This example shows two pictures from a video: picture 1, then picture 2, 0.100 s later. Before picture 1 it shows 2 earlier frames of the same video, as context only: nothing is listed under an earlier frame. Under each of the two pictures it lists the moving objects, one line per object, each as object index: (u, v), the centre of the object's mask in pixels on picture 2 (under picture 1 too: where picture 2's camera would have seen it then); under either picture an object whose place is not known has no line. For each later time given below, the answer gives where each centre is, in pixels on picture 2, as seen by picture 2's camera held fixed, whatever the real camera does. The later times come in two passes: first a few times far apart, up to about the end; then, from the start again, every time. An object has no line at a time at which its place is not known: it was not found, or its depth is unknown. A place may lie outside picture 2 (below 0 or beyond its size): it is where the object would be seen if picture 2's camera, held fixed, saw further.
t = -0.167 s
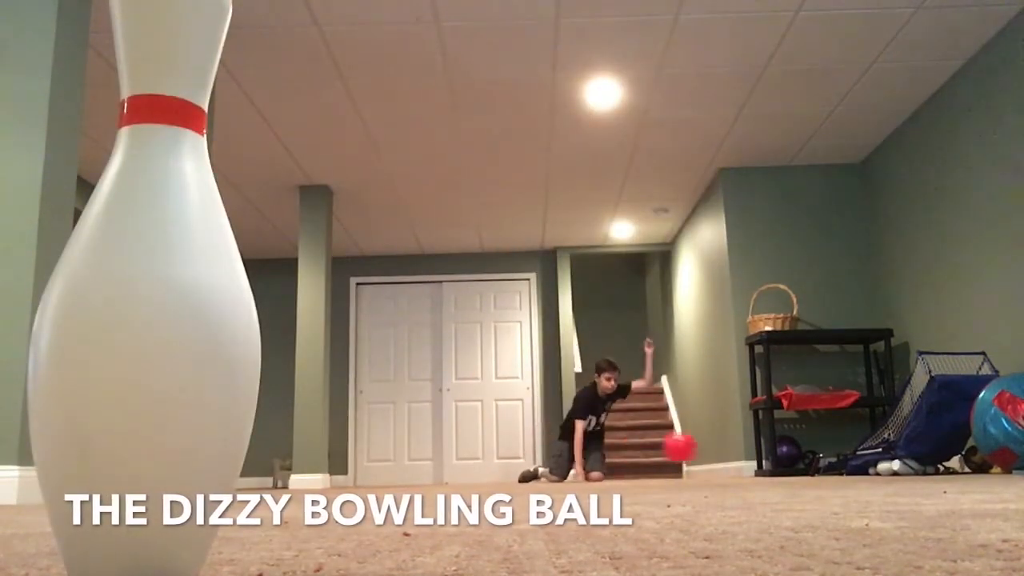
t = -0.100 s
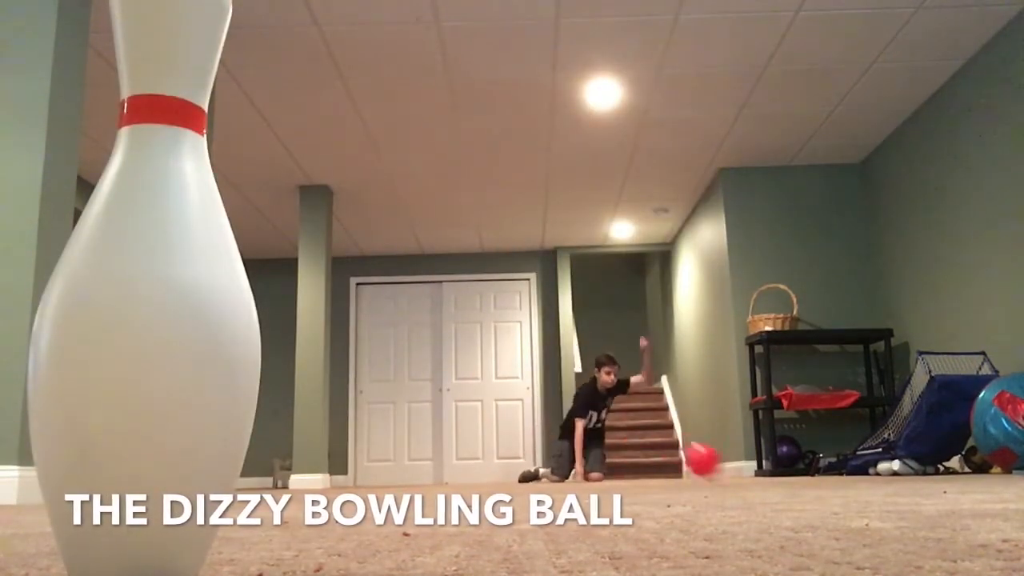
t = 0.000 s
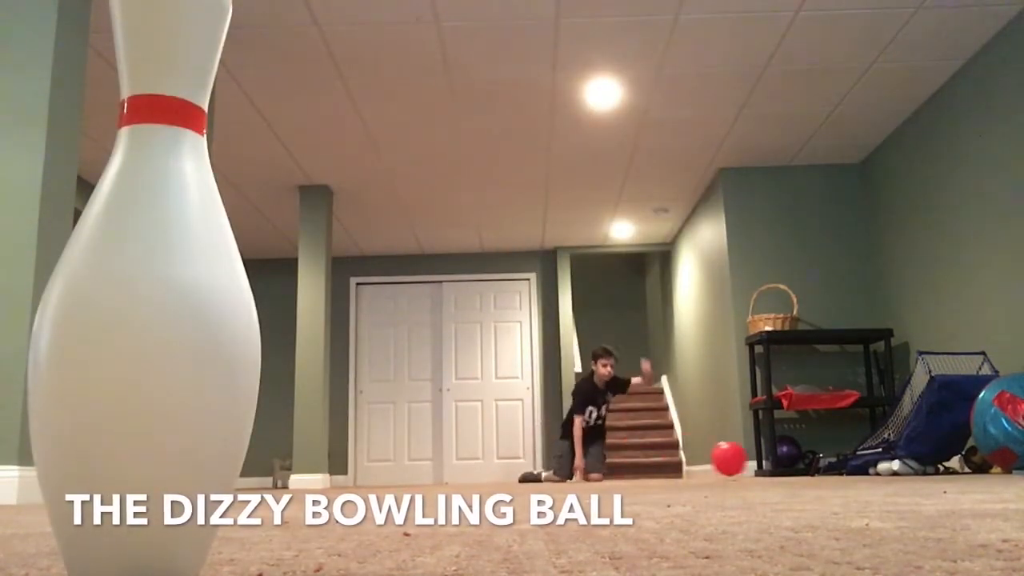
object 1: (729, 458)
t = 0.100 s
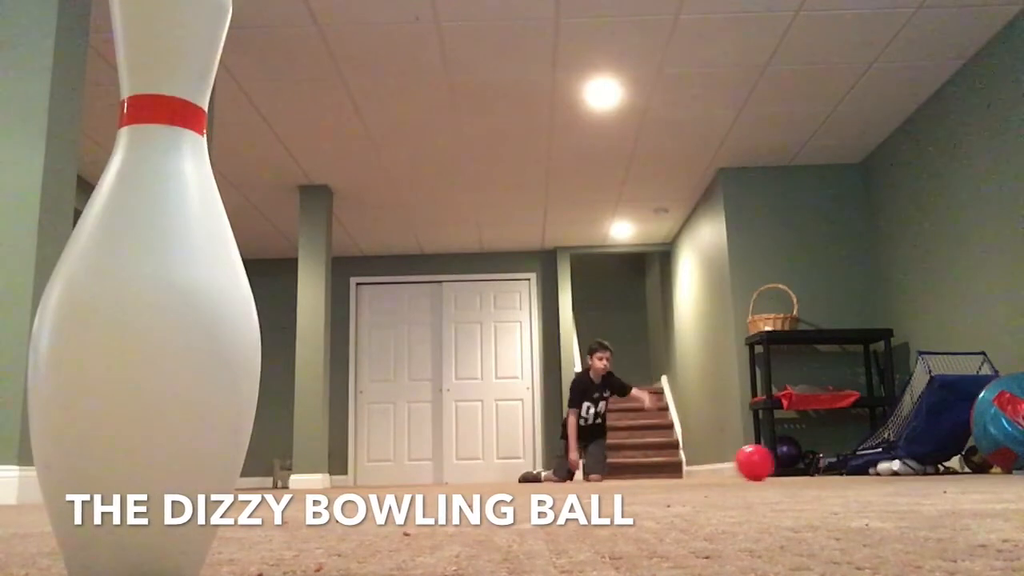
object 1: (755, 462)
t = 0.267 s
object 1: (782, 461)
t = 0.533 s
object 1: (800, 458)
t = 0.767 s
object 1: (803, 457)
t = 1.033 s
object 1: (801, 454)
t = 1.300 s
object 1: (792, 450)
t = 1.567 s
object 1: (768, 444)
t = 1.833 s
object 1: (707, 435)
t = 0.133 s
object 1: (761, 461)
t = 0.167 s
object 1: (767, 462)
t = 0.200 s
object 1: (771, 461)
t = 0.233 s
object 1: (776, 461)
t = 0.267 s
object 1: (782, 461)
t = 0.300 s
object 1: (786, 461)
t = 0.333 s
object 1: (789, 460)
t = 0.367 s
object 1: (790, 460)
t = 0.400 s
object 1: (792, 460)
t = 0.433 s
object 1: (795, 460)
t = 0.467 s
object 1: (797, 459)
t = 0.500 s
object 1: (799, 459)
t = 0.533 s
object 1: (800, 458)
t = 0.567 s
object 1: (800, 458)
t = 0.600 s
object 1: (800, 458)
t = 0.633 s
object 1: (800, 457)
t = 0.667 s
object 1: (802, 457)
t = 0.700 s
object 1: (803, 457)
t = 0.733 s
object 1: (803, 457)
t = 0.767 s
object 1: (803, 457)
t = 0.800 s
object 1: (802, 457)
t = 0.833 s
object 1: (802, 456)
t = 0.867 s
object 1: (803, 456)
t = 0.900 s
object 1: (804, 456)
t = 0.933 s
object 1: (804, 455)
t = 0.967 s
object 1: (804, 455)
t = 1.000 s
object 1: (802, 455)
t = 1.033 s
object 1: (801, 454)
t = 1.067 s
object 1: (800, 454)
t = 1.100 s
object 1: (800, 453)
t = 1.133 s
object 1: (801, 453)
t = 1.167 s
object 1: (801, 453)
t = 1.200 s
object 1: (799, 452)
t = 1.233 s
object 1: (796, 451)
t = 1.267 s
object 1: (794, 451)
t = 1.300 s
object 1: (792, 450)
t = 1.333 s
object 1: (791, 448)
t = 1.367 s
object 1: (791, 449)
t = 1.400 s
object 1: (789, 447)
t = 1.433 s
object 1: (786, 447)
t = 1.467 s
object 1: (781, 445)
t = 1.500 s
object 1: (776, 446)
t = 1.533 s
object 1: (772, 445)
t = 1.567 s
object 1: (768, 444)
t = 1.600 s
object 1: (764, 443)
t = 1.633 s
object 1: (761, 442)
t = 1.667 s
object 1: (755, 441)
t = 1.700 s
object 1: (748, 439)
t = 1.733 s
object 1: (739, 438)
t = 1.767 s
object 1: (728, 437)
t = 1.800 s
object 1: (717, 435)
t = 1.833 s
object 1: (707, 435)
